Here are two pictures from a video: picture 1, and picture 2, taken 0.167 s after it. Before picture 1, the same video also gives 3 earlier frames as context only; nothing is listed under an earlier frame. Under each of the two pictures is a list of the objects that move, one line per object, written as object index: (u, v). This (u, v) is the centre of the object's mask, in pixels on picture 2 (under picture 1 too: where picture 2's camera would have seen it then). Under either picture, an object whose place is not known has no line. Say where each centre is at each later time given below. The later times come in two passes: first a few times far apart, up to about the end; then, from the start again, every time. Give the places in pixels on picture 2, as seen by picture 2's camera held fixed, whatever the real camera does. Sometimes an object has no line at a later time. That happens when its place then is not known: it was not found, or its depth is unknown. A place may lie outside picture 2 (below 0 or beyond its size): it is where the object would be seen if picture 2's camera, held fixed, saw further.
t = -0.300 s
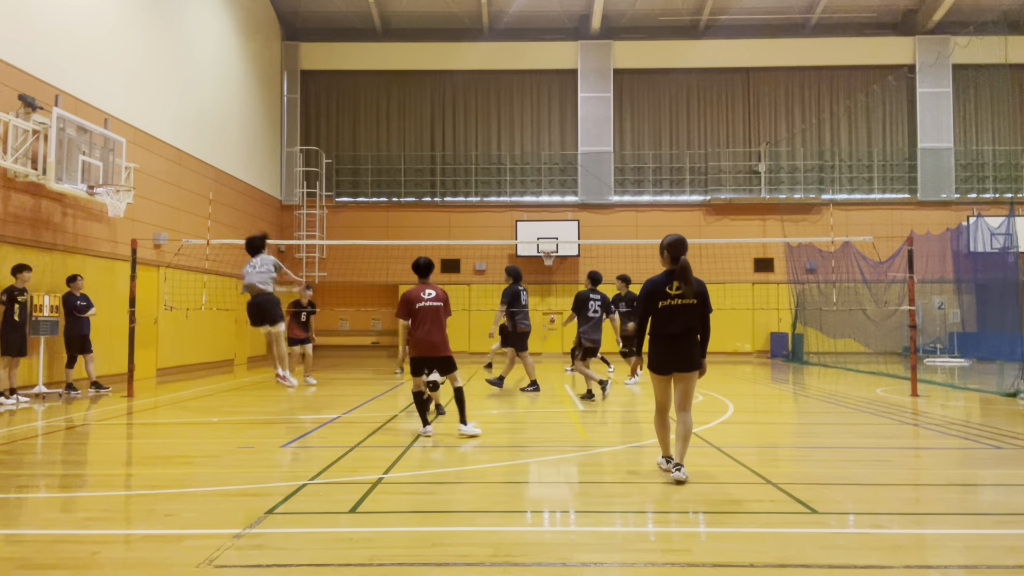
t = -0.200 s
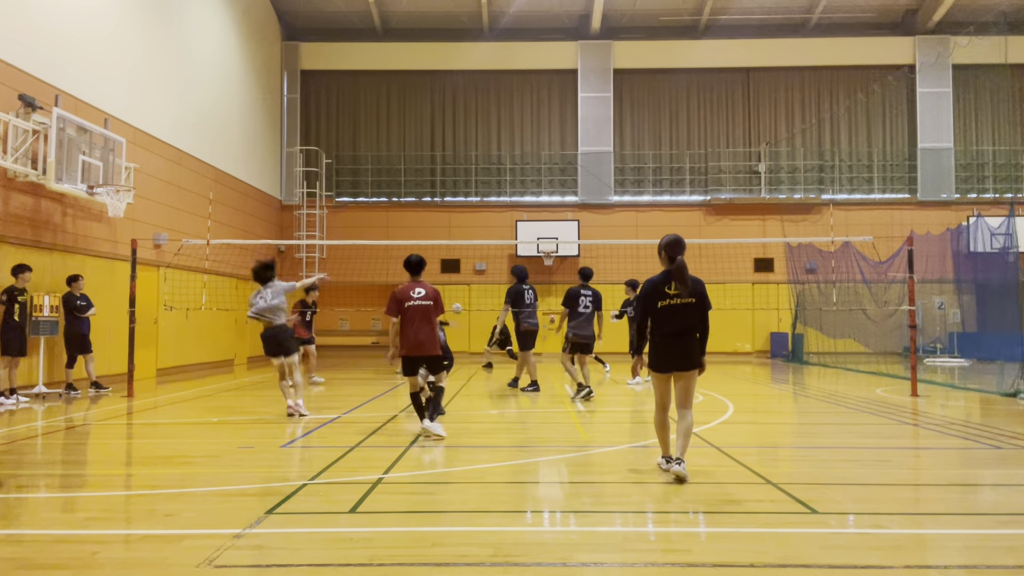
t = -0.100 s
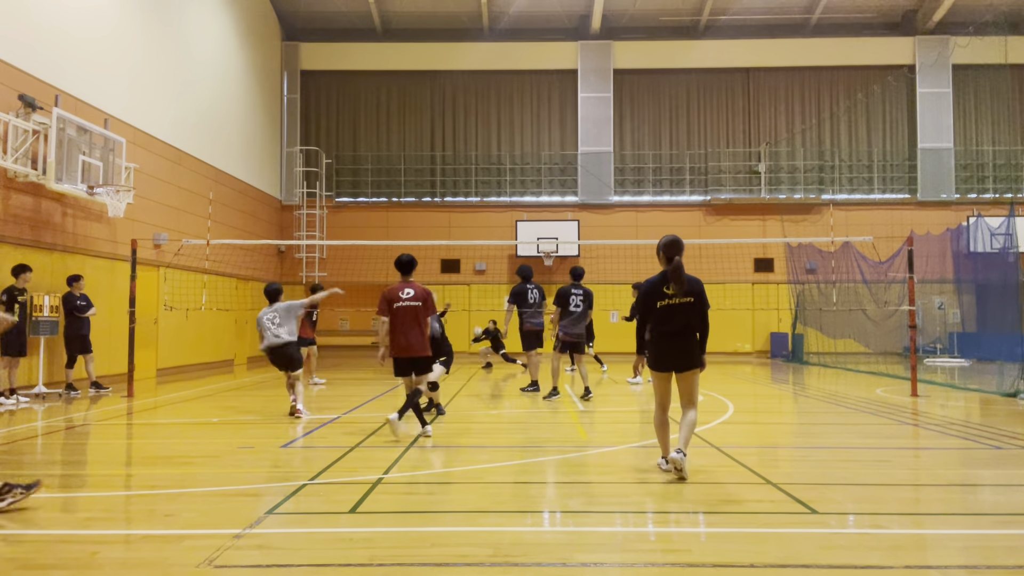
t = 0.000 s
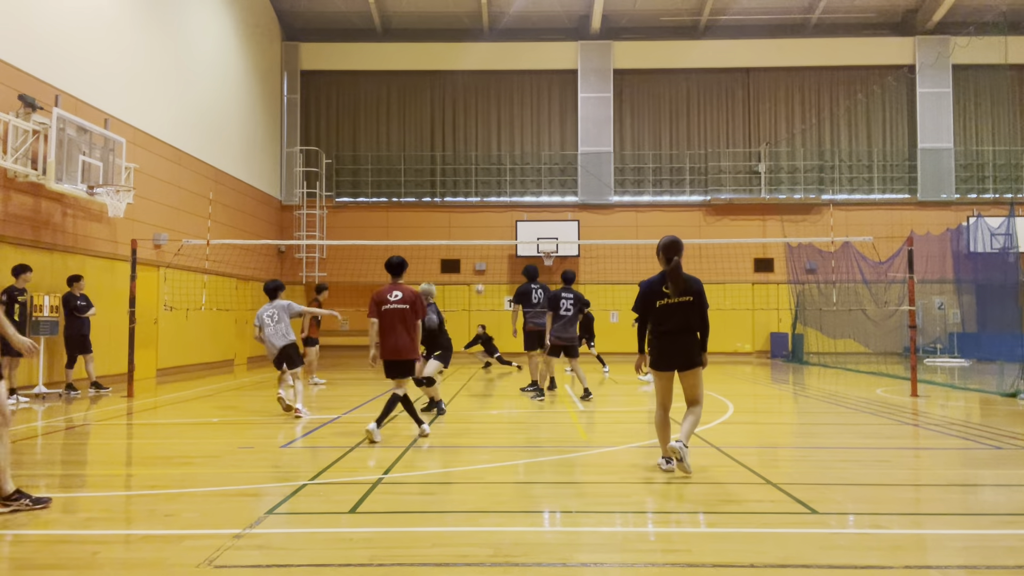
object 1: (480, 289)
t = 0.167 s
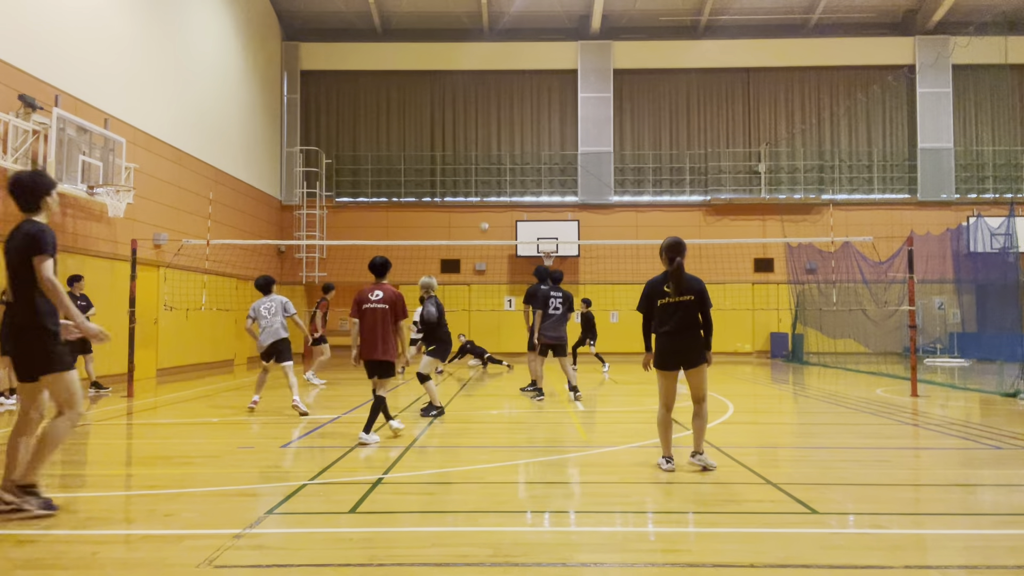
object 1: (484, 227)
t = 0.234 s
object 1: (487, 206)
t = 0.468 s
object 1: (496, 147)
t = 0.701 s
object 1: (506, 111)
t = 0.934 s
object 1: (517, 100)
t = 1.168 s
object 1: (528, 115)
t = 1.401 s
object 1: (540, 158)
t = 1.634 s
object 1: (553, 228)
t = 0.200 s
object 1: (486, 216)
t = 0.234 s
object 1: (487, 206)
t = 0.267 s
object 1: (488, 196)
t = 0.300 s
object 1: (489, 188)
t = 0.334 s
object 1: (491, 178)
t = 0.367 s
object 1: (492, 170)
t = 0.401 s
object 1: (493, 162)
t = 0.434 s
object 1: (494, 154)
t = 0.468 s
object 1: (496, 147)
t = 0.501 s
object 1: (497, 140)
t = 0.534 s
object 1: (499, 135)
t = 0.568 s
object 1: (500, 129)
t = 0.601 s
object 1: (501, 123)
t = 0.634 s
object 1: (503, 119)
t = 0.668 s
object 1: (504, 115)
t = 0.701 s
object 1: (506, 111)
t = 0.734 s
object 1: (507, 108)
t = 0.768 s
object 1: (509, 105)
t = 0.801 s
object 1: (510, 103)
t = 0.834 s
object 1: (512, 102)
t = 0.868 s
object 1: (513, 100)
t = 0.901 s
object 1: (515, 100)
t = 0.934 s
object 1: (517, 100)
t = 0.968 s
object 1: (518, 100)
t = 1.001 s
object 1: (520, 102)
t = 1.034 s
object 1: (521, 103)
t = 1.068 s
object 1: (523, 105)
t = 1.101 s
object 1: (525, 108)
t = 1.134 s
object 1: (526, 111)
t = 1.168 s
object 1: (528, 115)
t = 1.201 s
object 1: (530, 120)
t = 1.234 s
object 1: (531, 124)
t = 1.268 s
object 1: (533, 130)
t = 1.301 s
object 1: (535, 136)
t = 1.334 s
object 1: (537, 142)
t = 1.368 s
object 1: (539, 149)
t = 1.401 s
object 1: (540, 158)
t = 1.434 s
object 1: (542, 165)
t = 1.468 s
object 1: (544, 174)
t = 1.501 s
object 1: (546, 184)
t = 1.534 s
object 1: (547, 193)
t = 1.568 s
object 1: (549, 205)
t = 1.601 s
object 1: (551, 215)
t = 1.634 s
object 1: (553, 228)
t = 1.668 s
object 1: (555, 242)
